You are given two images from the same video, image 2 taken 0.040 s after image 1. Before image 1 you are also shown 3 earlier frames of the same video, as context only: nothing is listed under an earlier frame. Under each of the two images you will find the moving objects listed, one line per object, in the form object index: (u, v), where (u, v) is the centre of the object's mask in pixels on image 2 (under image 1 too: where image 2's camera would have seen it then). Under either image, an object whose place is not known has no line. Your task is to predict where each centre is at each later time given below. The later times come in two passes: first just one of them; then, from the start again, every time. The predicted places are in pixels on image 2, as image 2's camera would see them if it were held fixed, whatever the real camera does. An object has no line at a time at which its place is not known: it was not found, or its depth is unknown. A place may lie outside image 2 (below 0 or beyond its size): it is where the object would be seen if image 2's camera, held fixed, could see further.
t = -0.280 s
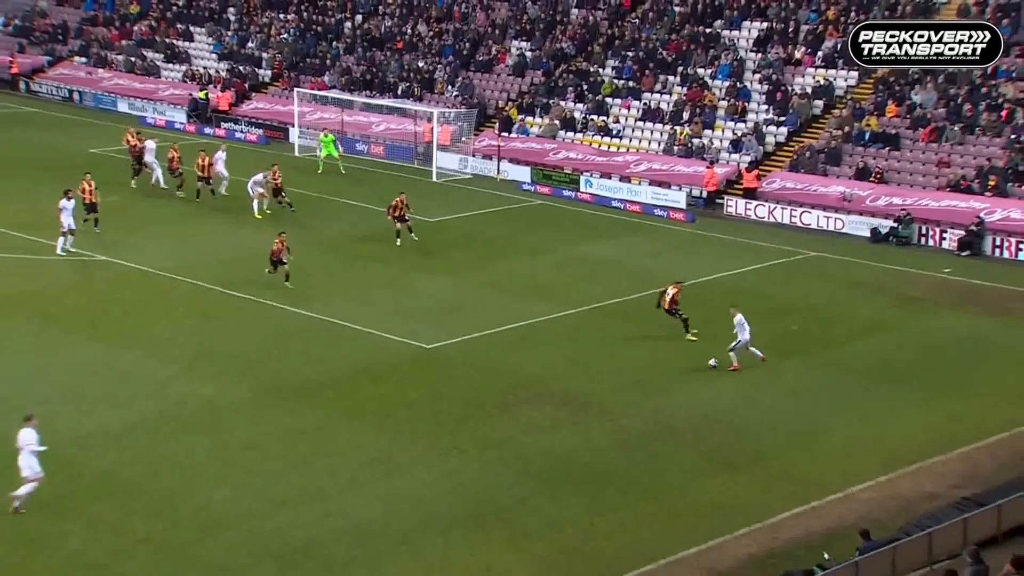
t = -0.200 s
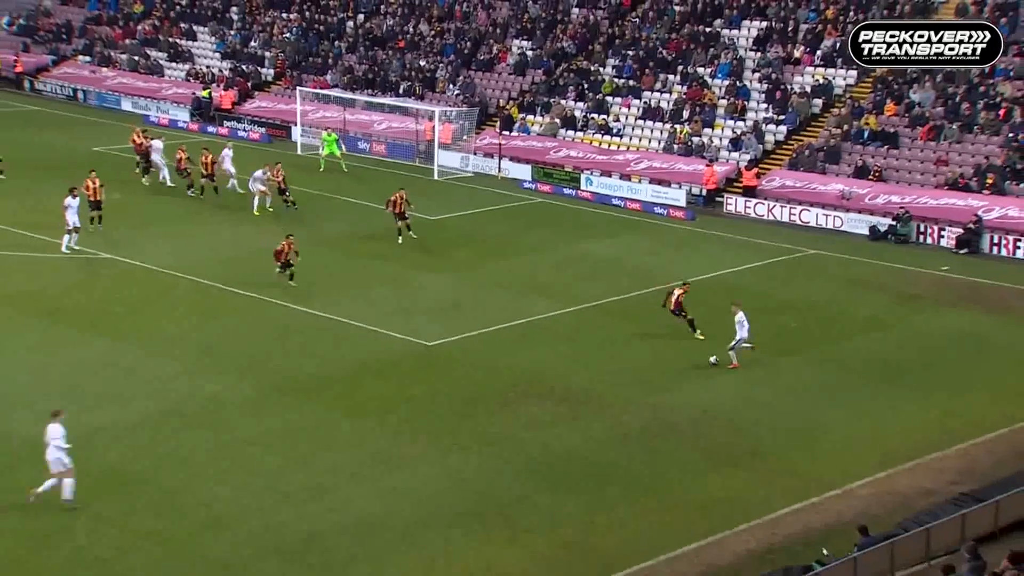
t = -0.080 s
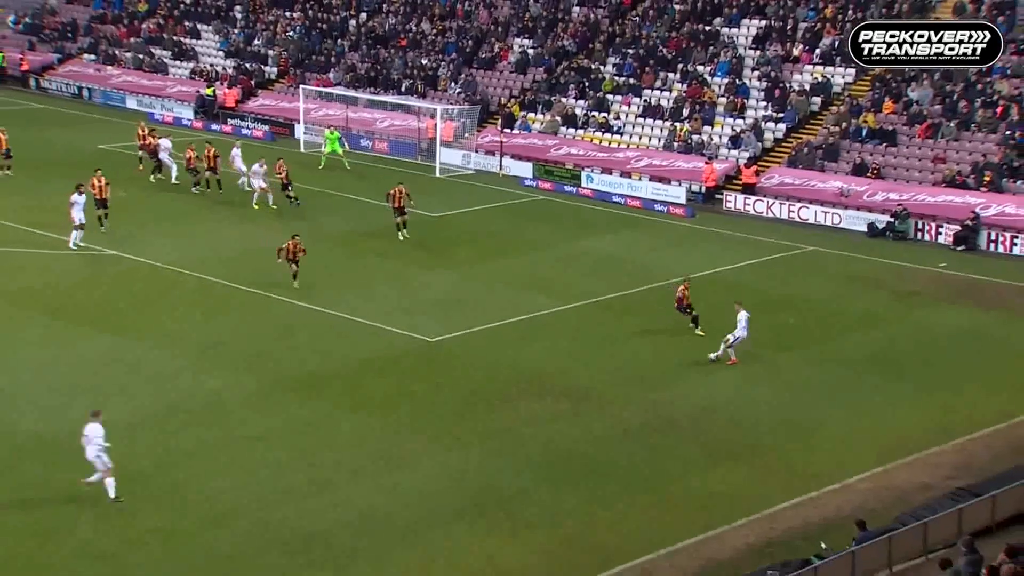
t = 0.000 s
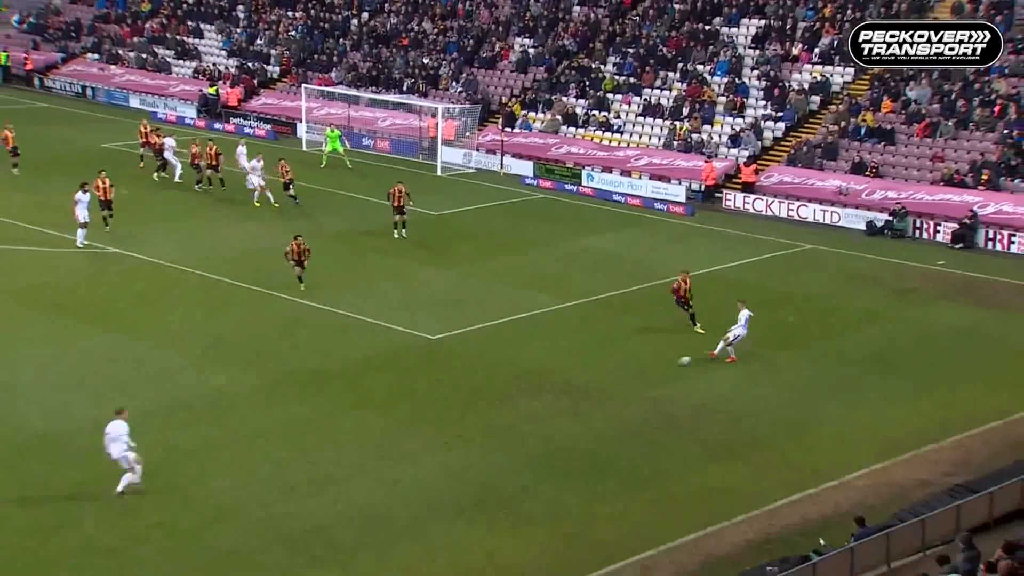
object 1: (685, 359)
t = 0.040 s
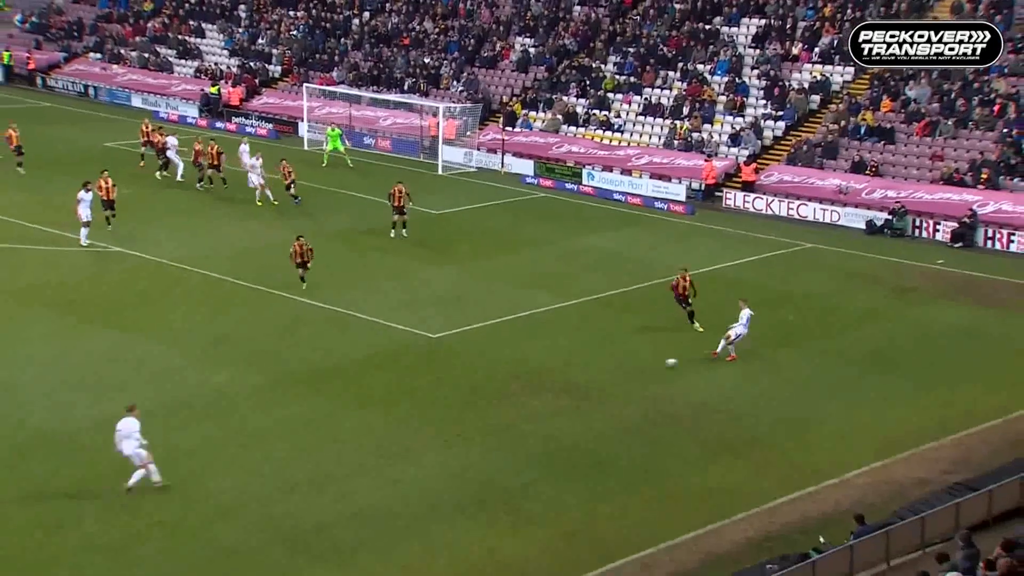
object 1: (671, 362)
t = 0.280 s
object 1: (589, 384)
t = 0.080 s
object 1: (657, 366)
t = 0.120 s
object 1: (643, 370)
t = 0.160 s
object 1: (630, 372)
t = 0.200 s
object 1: (616, 374)
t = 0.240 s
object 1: (603, 379)
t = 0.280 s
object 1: (589, 384)
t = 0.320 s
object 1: (576, 389)
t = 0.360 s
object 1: (563, 391)
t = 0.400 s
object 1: (551, 393)
